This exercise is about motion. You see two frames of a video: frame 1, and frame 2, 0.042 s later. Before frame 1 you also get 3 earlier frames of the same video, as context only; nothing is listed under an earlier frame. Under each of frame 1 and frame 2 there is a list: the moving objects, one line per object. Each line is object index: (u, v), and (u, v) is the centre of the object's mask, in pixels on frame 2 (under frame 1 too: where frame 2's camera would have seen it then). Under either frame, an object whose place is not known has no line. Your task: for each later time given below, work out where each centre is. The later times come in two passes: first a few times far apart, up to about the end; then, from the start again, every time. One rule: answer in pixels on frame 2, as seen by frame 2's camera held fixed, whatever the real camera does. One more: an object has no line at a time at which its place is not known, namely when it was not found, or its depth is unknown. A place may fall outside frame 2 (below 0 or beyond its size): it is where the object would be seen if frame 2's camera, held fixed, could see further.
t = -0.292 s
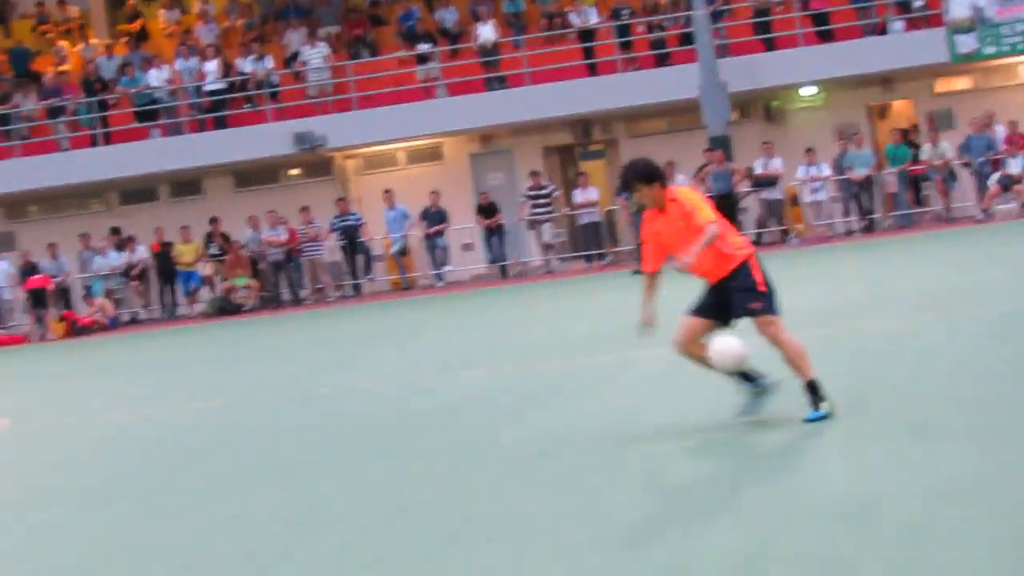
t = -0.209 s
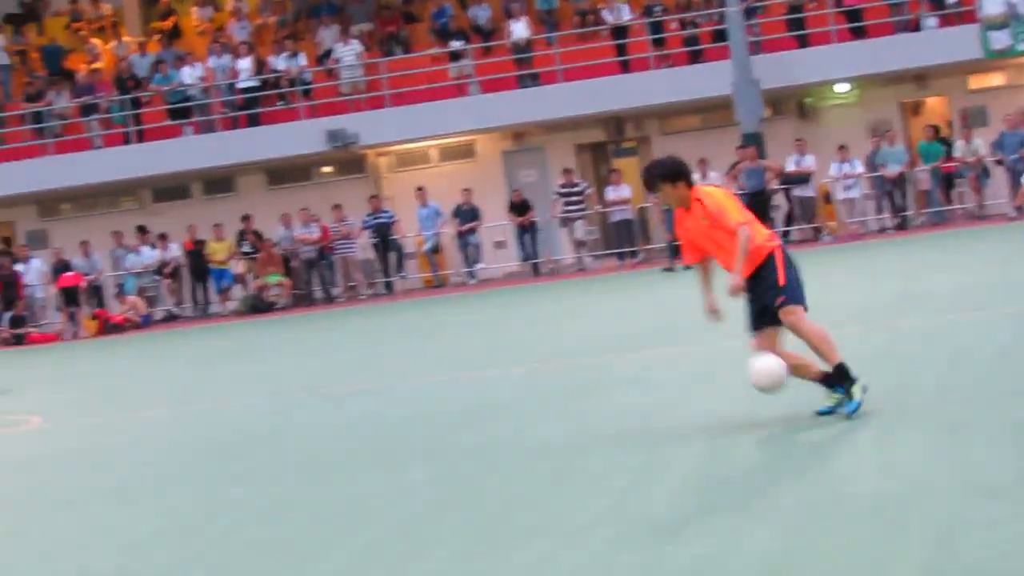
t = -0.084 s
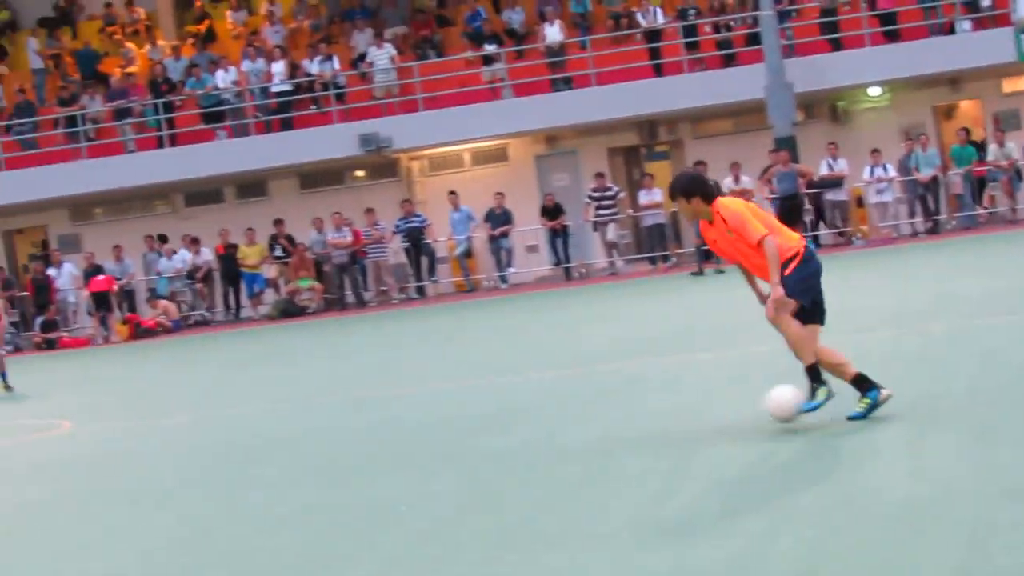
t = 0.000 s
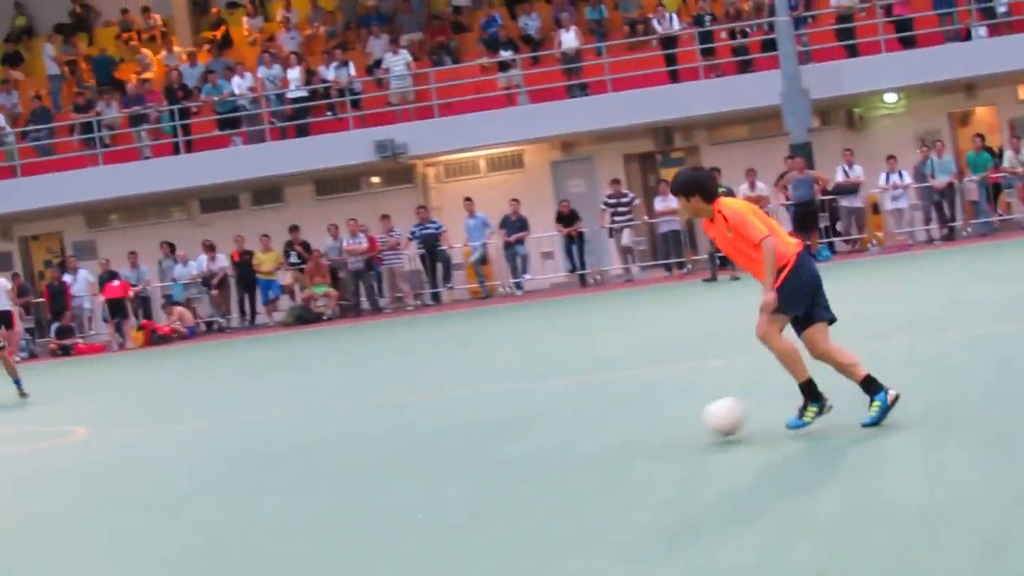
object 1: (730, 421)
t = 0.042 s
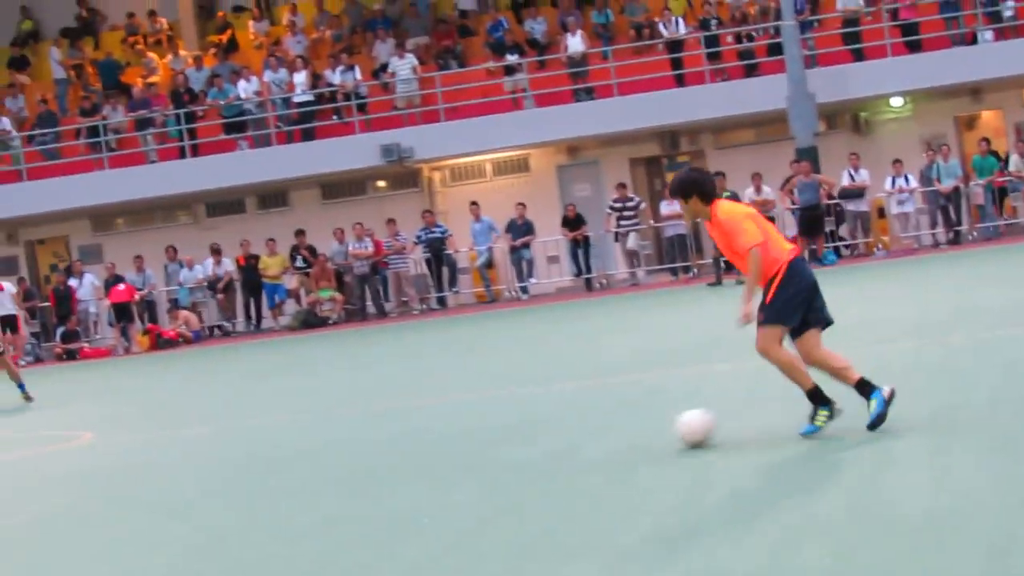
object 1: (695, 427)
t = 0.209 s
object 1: (589, 430)
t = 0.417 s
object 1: (503, 437)
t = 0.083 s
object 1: (667, 423)
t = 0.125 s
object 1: (639, 424)
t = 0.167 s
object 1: (613, 427)
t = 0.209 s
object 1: (589, 430)
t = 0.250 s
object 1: (570, 429)
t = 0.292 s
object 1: (551, 431)
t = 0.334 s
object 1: (534, 434)
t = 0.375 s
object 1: (518, 434)
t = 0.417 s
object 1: (503, 437)
